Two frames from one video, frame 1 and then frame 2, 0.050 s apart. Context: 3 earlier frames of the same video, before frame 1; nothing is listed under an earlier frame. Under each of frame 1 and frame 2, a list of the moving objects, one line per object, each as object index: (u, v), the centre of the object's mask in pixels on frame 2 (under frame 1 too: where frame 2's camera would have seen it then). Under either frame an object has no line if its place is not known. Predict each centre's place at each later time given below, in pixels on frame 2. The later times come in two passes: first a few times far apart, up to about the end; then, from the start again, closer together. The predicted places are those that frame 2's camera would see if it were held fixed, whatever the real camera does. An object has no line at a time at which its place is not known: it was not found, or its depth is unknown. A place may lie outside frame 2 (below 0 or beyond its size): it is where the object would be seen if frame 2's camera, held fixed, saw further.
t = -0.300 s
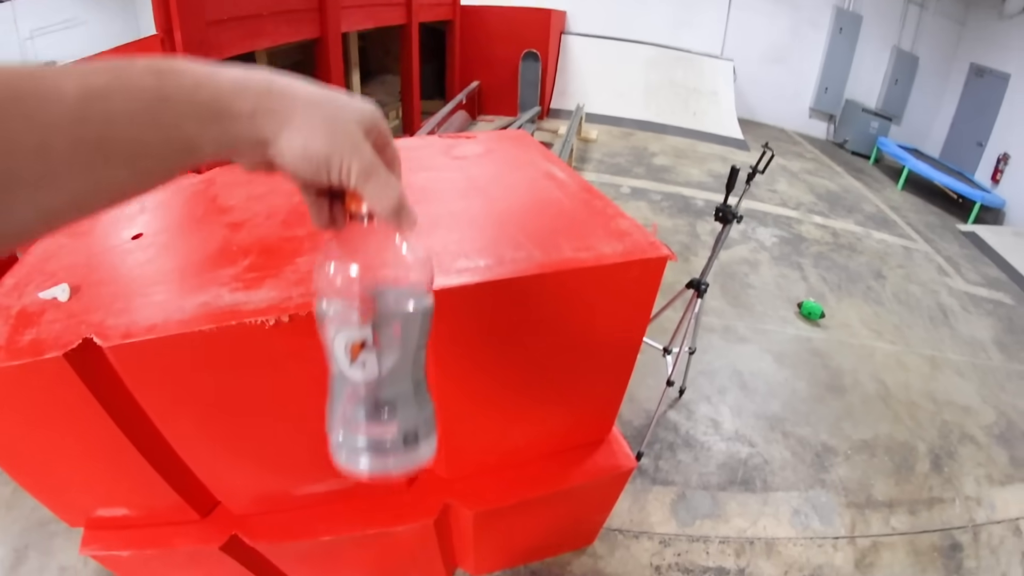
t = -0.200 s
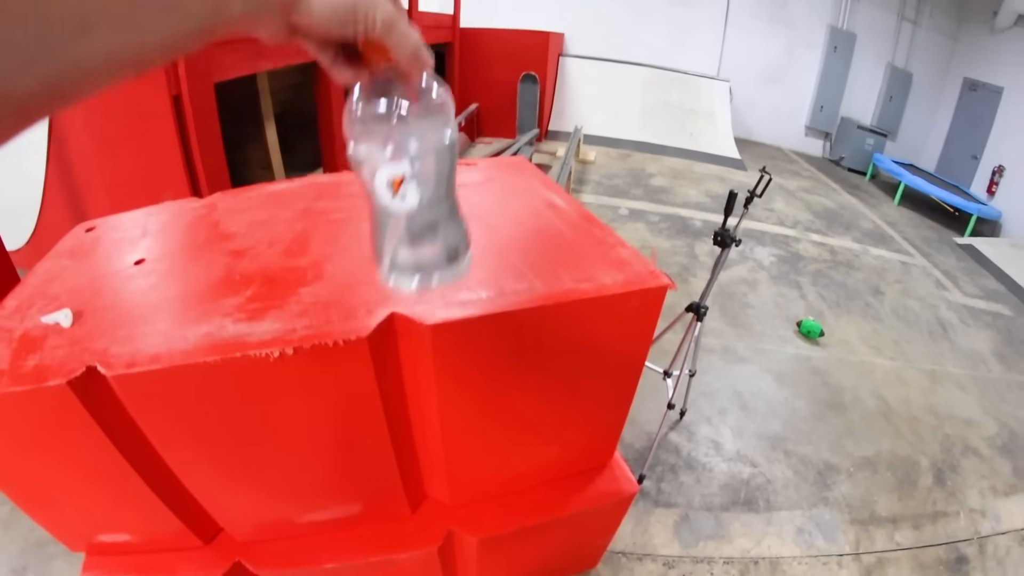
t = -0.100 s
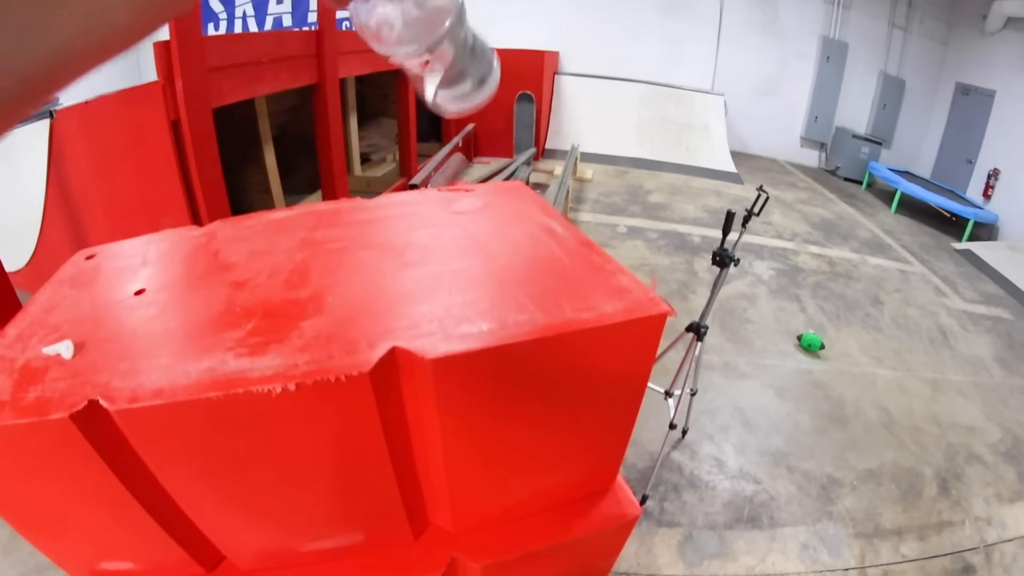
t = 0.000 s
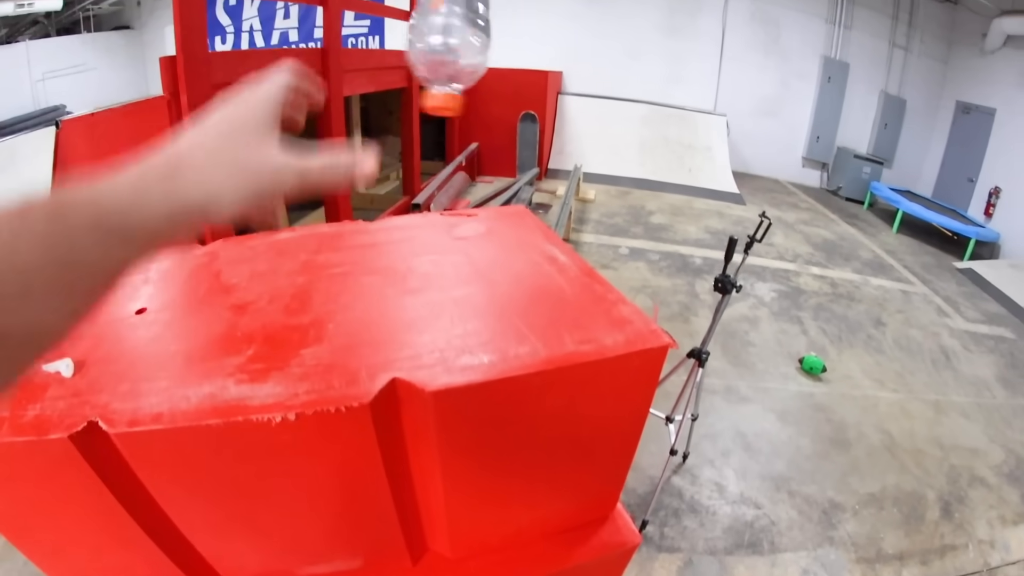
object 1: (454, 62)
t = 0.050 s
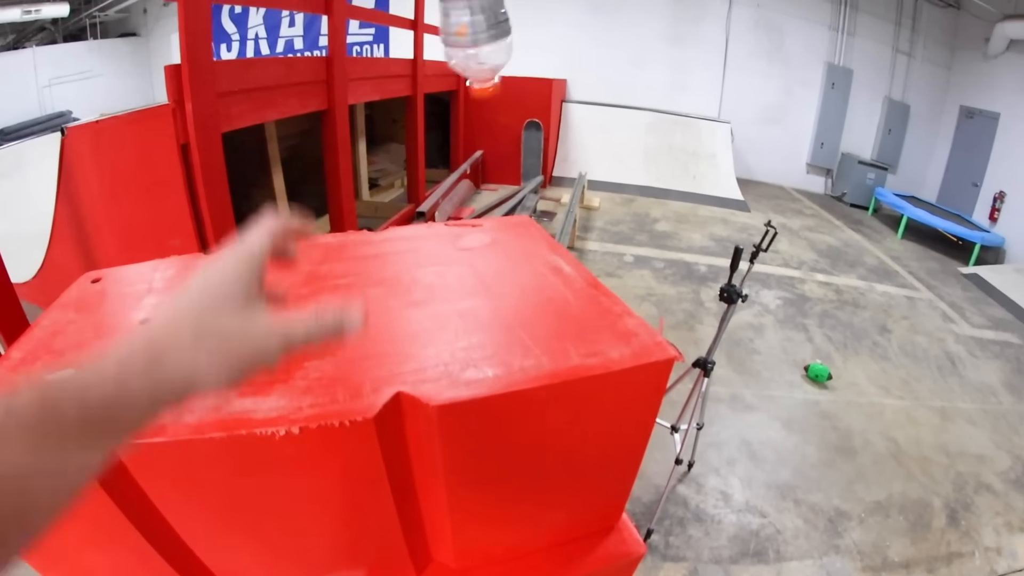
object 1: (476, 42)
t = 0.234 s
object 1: (475, 78)
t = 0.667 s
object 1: (453, 214)
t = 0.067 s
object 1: (481, 34)
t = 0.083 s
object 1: (484, 30)
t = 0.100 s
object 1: (486, 26)
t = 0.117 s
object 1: (486, 21)
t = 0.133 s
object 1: (482, 17)
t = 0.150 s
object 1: (476, 16)
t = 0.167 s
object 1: (472, 19)
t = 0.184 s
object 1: (469, 27)
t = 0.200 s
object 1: (470, 45)
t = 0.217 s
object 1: (473, 62)
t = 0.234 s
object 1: (475, 78)
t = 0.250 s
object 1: (477, 94)
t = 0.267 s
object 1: (480, 109)
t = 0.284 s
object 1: (481, 125)
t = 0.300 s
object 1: (482, 139)
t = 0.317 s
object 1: (482, 159)
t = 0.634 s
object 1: (452, 214)
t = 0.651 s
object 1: (453, 214)
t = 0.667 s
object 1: (453, 214)
